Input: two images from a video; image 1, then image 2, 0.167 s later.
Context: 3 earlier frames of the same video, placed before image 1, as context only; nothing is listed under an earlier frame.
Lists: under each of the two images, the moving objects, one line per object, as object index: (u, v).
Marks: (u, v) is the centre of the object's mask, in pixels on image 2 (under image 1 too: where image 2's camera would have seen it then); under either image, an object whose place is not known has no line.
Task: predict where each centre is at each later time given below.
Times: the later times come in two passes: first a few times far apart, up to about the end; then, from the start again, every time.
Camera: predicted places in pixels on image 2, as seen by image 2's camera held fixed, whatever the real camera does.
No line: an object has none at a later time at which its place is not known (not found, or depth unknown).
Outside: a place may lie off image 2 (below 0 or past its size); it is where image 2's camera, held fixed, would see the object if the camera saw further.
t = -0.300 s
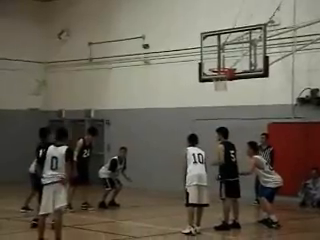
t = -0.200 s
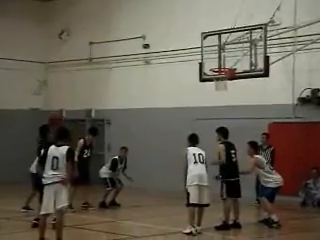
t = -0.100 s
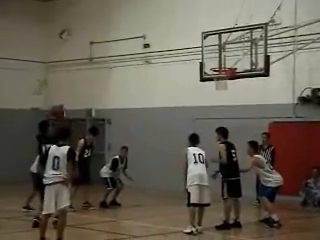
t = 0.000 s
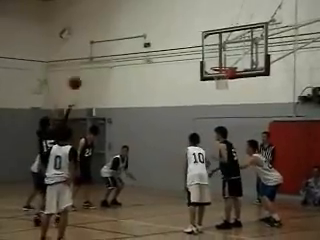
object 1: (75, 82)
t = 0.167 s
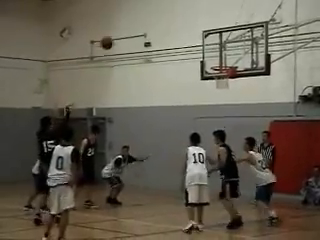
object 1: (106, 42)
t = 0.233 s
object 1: (118, 32)
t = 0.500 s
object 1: (161, 15)
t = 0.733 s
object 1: (194, 29)
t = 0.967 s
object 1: (224, 64)
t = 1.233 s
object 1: (210, 111)
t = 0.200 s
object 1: (112, 37)
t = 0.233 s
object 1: (118, 32)
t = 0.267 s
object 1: (124, 27)
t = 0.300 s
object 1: (129, 24)
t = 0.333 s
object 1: (135, 21)
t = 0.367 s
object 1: (140, 19)
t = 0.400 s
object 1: (145, 17)
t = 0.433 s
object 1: (150, 15)
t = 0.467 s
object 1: (156, 15)
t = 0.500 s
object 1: (161, 15)
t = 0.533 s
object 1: (166, 15)
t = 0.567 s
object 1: (171, 16)
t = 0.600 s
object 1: (175, 18)
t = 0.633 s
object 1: (180, 20)
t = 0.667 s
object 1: (185, 22)
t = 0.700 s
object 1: (189, 25)
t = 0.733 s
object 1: (194, 29)
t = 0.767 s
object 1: (198, 33)
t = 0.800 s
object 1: (203, 37)
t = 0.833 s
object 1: (207, 42)
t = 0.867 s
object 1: (211, 47)
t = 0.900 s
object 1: (216, 53)
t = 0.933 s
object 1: (219, 59)
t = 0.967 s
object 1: (224, 64)
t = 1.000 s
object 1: (228, 71)
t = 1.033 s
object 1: (223, 76)
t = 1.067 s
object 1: (219, 84)
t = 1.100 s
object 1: (217, 87)
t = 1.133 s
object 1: (215, 92)
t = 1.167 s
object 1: (213, 98)
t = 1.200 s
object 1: (211, 105)
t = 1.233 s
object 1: (210, 111)
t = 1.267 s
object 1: (207, 118)
